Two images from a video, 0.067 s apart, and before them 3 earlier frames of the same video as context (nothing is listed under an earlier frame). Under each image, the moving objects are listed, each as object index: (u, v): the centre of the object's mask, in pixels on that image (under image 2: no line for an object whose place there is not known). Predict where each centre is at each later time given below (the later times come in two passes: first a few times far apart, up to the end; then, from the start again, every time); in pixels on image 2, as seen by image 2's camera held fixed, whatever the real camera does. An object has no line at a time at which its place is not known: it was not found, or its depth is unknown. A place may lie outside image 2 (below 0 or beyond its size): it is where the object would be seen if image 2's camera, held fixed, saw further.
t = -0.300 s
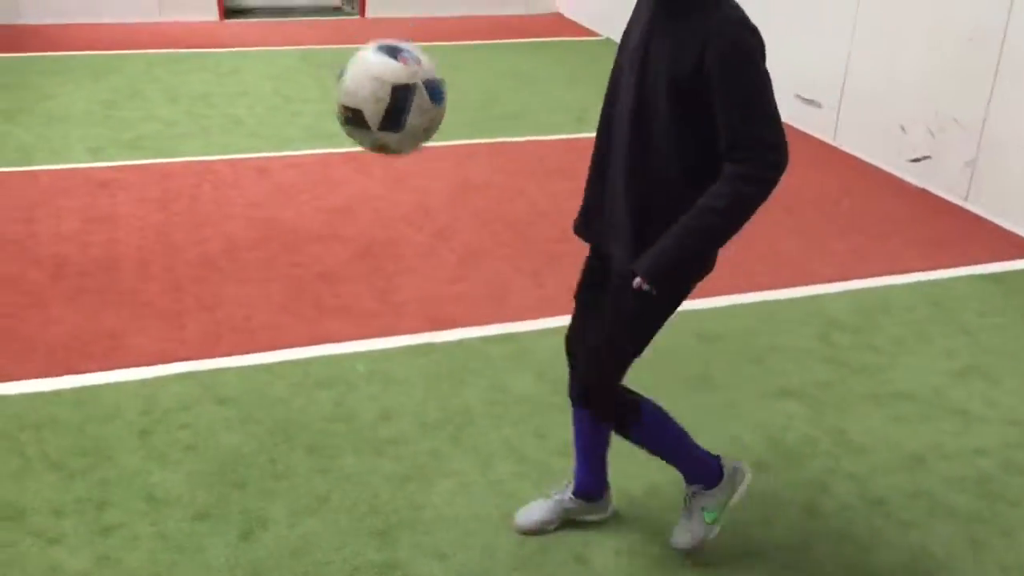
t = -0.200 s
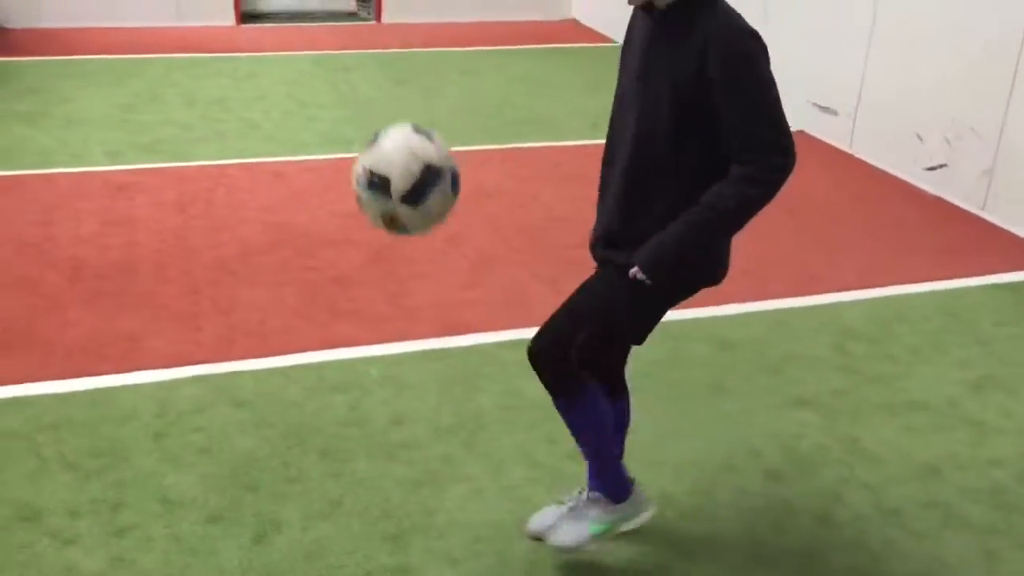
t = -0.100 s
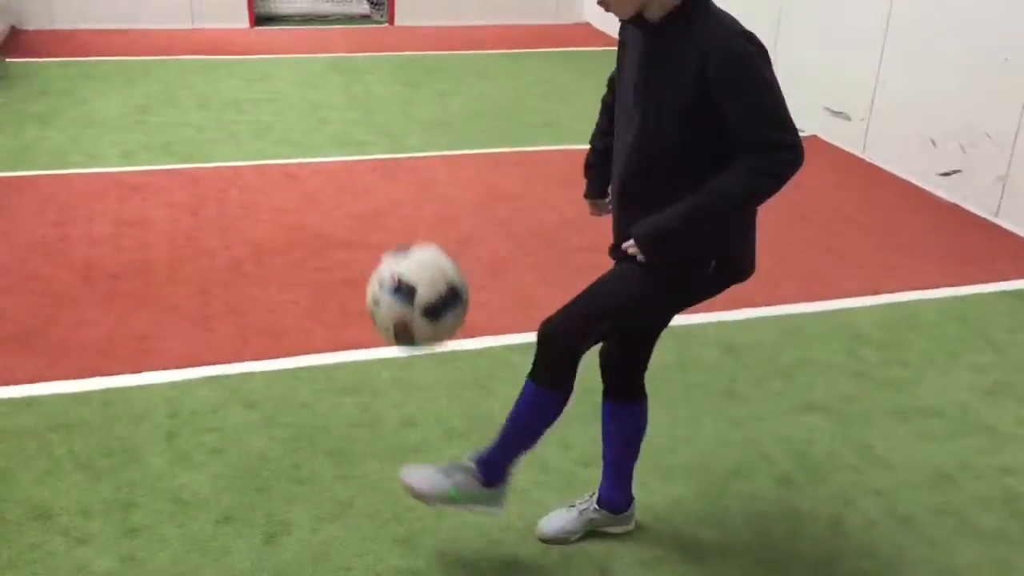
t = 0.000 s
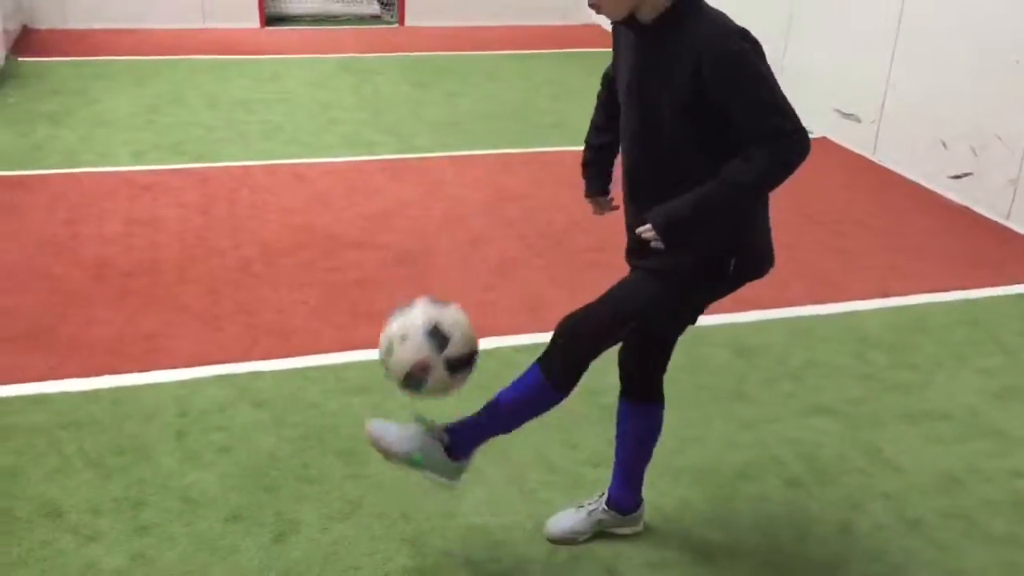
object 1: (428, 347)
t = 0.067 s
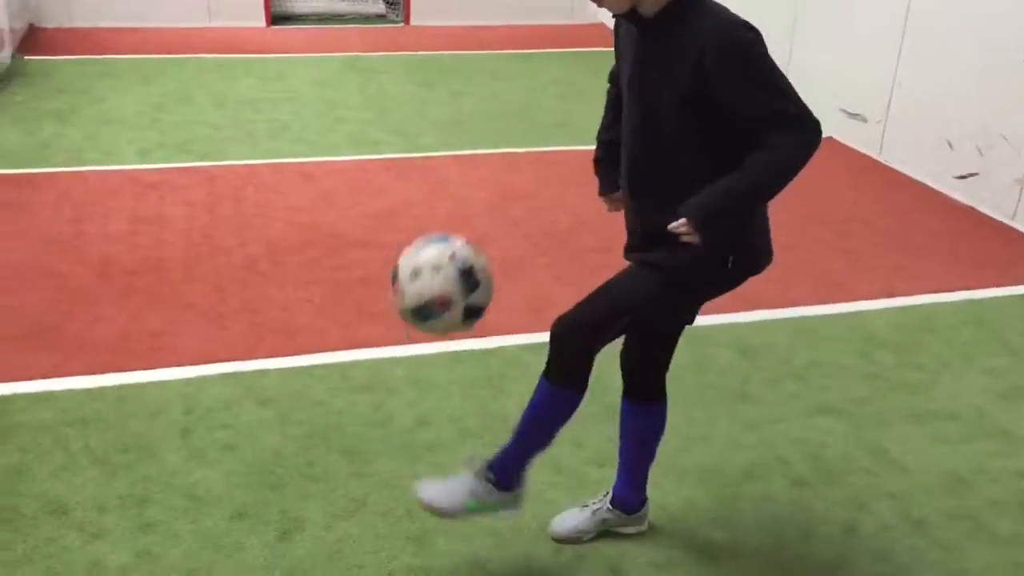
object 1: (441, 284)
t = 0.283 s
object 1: (465, 201)
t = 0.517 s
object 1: (483, 332)
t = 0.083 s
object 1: (443, 271)
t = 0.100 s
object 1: (446, 260)
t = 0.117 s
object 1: (447, 248)
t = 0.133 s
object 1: (449, 238)
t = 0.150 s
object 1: (451, 229)
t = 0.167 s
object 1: (453, 222)
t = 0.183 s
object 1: (455, 215)
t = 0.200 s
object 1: (457, 210)
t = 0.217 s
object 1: (458, 206)
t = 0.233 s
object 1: (460, 203)
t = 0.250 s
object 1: (462, 201)
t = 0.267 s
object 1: (464, 200)
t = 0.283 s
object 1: (465, 201)
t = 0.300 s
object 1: (467, 203)
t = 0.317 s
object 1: (469, 205)
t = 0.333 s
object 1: (470, 210)
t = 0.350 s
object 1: (472, 215)
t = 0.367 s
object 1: (474, 221)
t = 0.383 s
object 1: (475, 229)
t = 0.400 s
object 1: (476, 238)
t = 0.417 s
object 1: (477, 248)
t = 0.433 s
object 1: (478, 259)
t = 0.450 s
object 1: (480, 272)
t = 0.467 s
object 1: (481, 285)
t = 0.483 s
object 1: (482, 299)
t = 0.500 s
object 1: (483, 315)
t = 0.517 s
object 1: (483, 332)
